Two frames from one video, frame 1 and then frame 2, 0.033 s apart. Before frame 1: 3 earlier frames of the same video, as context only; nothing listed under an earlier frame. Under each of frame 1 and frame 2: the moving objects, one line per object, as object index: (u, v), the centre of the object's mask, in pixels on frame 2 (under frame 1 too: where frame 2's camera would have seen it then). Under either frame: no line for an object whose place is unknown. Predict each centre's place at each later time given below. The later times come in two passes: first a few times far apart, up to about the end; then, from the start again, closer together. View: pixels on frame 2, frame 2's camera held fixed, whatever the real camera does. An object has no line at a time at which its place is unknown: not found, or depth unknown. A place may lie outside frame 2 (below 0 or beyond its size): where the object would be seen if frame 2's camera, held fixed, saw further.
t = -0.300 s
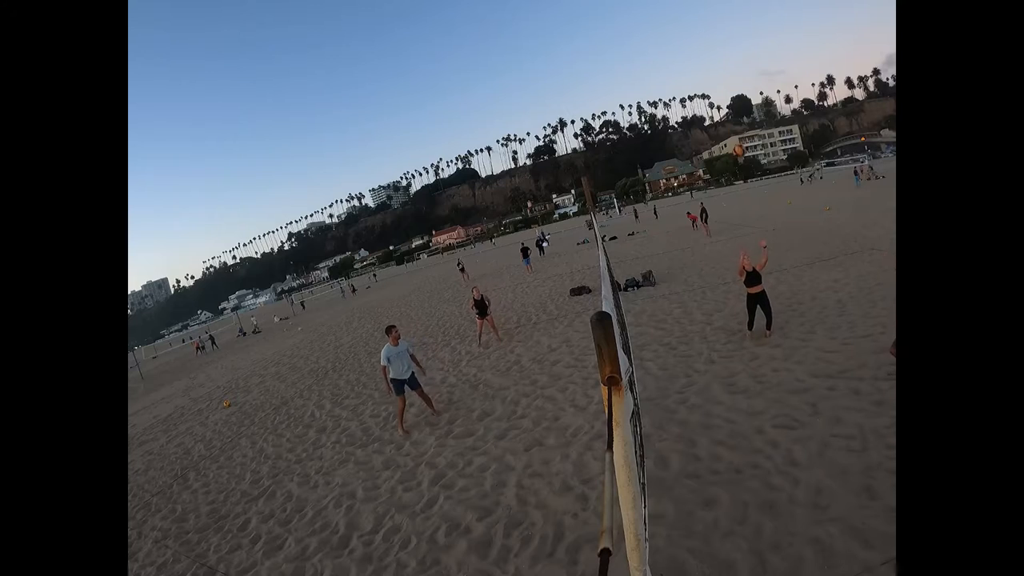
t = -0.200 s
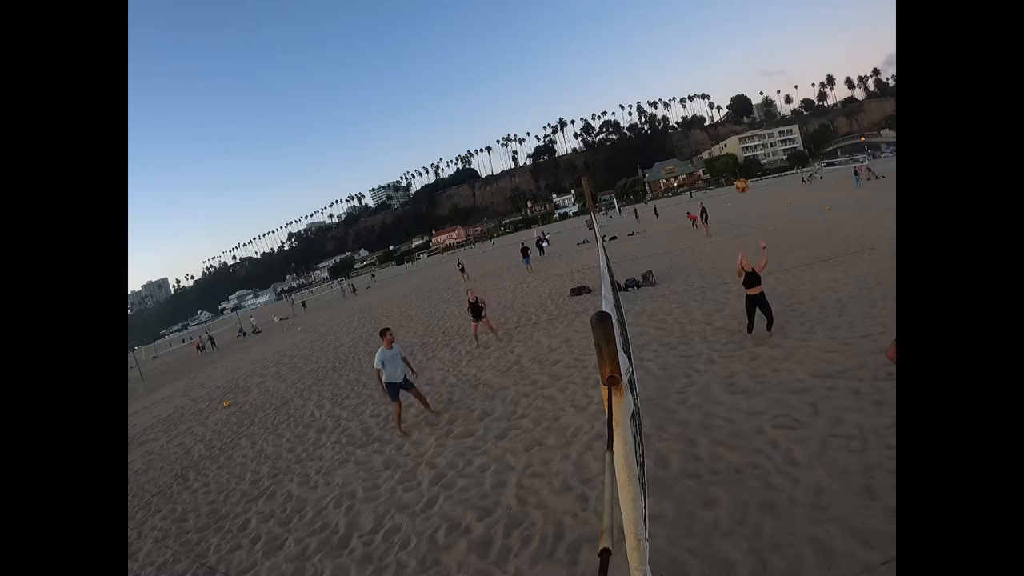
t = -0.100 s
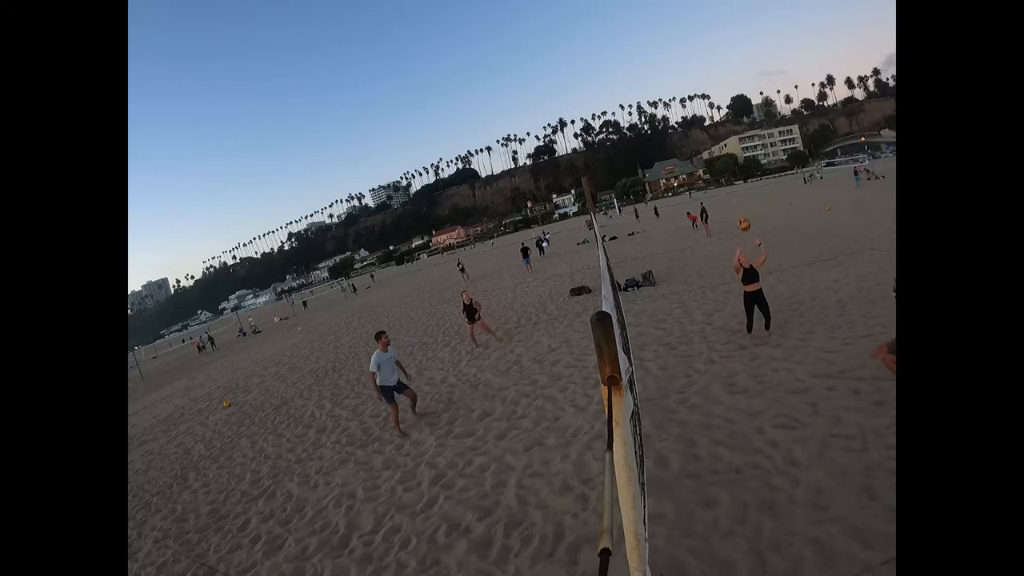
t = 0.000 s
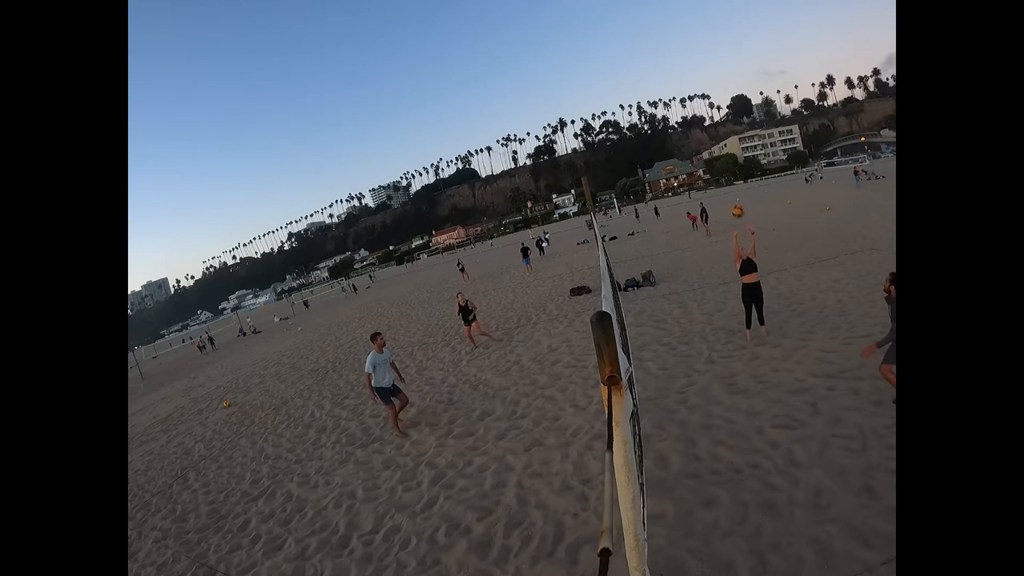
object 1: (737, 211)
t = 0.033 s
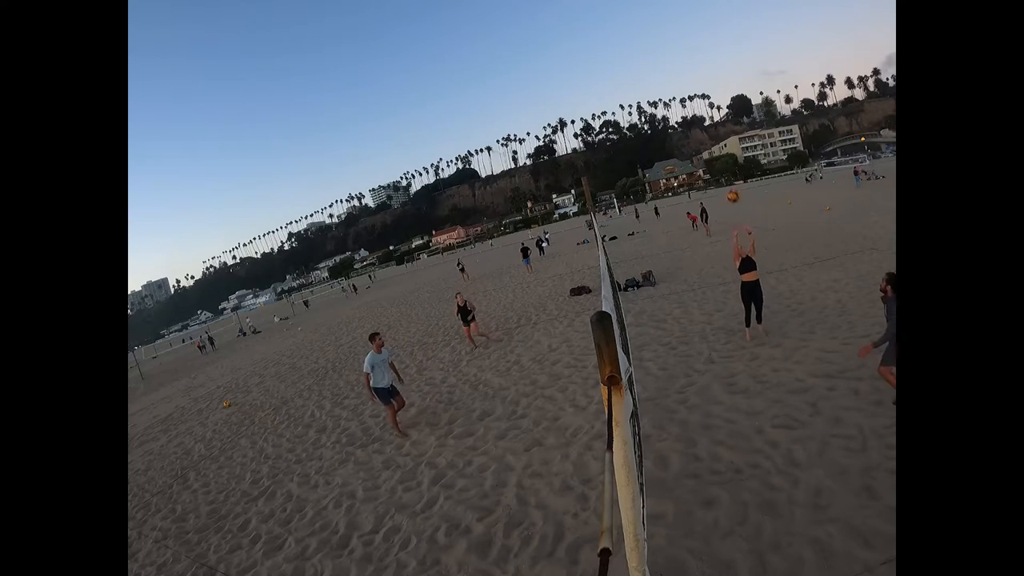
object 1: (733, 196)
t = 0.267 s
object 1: (699, 100)
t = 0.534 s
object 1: (664, 32)
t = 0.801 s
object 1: (644, 8)
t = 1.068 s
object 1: (644, 35)
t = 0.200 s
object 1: (709, 124)
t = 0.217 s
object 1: (706, 118)
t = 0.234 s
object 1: (704, 113)
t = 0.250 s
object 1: (702, 107)
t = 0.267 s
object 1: (699, 100)
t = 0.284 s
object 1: (697, 95)
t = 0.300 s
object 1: (694, 90)
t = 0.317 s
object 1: (692, 85)
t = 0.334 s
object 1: (689, 80)
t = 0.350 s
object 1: (687, 75)
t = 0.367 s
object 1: (685, 70)
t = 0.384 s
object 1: (682, 66)
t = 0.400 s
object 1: (680, 61)
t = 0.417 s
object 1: (678, 57)
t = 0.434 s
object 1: (676, 53)
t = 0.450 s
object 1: (674, 49)
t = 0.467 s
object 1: (671, 45)
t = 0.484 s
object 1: (669, 42)
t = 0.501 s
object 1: (667, 38)
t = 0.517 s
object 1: (665, 35)
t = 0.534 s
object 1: (664, 32)
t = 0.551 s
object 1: (662, 29)
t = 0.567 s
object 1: (660, 27)
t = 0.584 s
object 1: (658, 24)
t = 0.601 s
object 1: (657, 22)
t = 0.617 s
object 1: (655, 20)
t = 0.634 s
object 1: (654, 18)
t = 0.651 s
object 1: (652, 16)
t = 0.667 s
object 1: (651, 15)
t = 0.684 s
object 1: (650, 13)
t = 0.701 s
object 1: (649, 12)
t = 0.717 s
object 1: (648, 11)
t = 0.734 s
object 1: (647, 10)
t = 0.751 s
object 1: (646, 9)
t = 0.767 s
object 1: (645, 9)
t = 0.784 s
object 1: (645, 8)
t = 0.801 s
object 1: (644, 8)
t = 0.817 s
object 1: (643, 8)
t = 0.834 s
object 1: (643, 9)
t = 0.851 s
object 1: (642, 9)
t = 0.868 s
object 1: (642, 10)
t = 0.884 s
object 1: (642, 11)
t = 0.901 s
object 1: (642, 12)
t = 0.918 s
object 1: (642, 13)
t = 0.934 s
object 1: (642, 15)
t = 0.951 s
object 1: (642, 16)
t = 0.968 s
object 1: (642, 18)
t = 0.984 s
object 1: (642, 21)
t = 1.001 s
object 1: (642, 23)
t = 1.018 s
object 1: (643, 26)
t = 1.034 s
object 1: (643, 28)
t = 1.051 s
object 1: (644, 32)
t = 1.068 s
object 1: (644, 35)
